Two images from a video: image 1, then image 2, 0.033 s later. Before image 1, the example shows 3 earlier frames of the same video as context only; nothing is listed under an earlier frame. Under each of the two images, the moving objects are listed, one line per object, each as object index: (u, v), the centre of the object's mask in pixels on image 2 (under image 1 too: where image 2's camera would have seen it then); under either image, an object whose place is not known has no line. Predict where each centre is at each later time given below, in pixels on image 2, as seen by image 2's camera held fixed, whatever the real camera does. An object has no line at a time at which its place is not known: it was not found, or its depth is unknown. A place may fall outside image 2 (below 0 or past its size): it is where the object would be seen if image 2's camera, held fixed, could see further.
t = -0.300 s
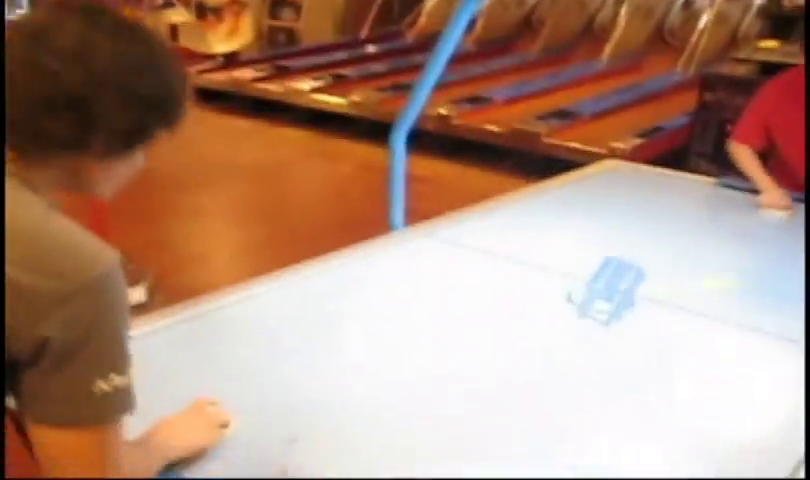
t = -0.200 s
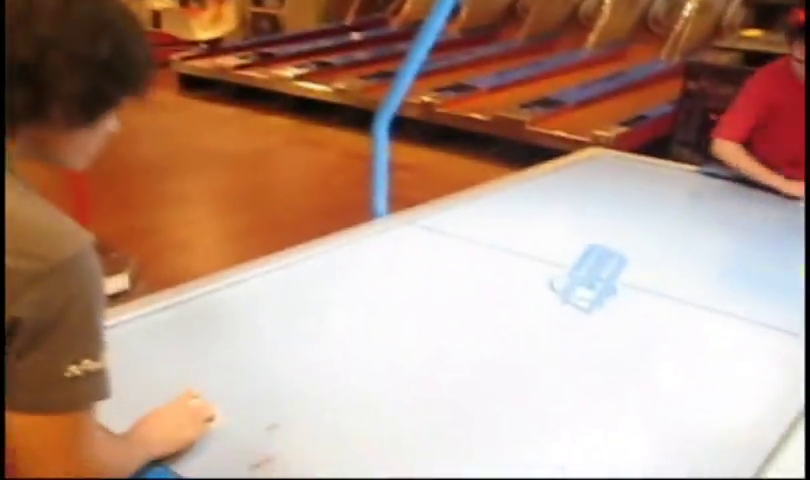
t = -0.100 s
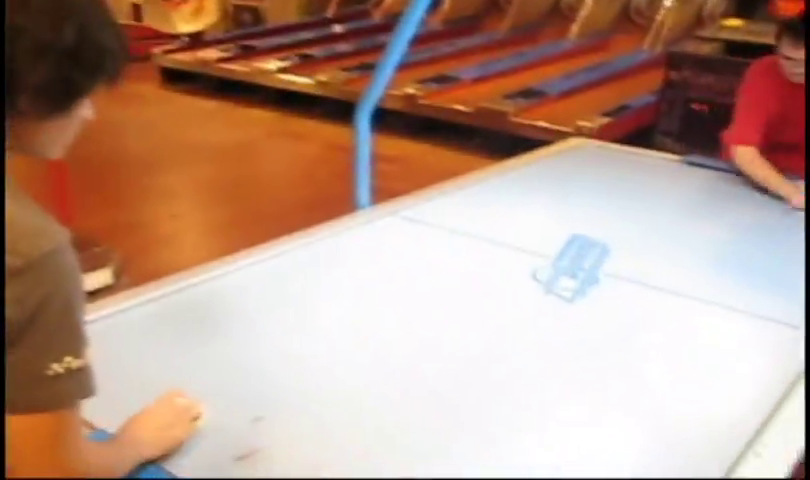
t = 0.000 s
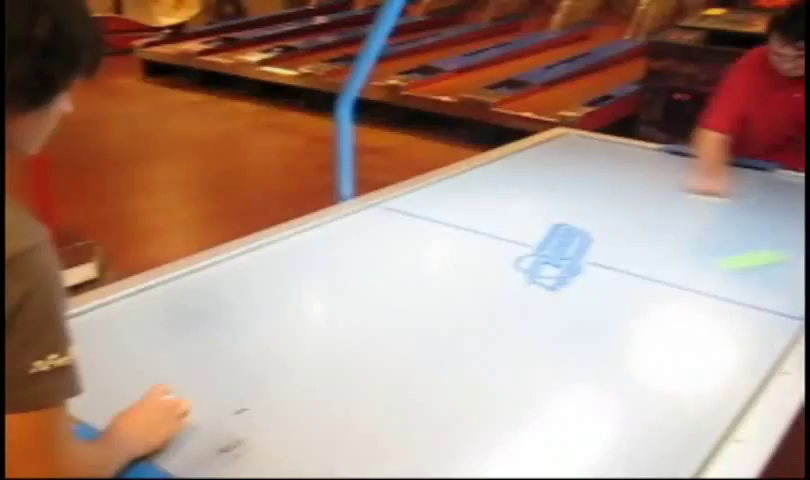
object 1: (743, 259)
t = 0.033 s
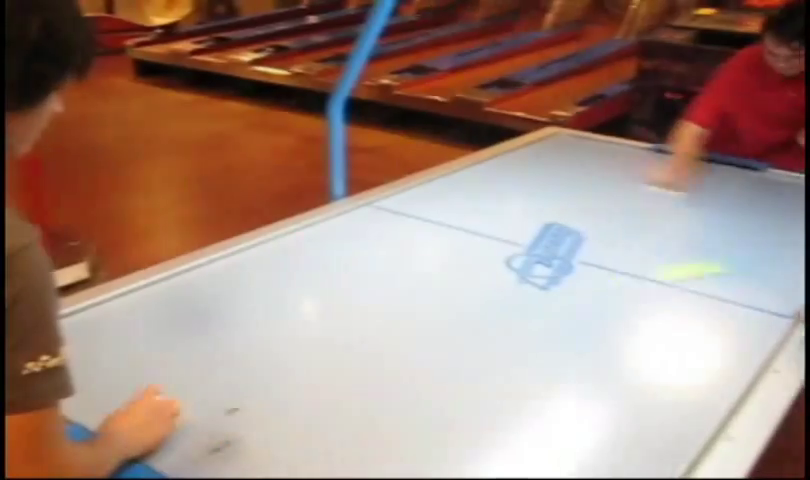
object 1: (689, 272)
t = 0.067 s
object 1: (634, 284)
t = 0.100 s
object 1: (573, 297)
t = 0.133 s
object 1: (507, 312)
